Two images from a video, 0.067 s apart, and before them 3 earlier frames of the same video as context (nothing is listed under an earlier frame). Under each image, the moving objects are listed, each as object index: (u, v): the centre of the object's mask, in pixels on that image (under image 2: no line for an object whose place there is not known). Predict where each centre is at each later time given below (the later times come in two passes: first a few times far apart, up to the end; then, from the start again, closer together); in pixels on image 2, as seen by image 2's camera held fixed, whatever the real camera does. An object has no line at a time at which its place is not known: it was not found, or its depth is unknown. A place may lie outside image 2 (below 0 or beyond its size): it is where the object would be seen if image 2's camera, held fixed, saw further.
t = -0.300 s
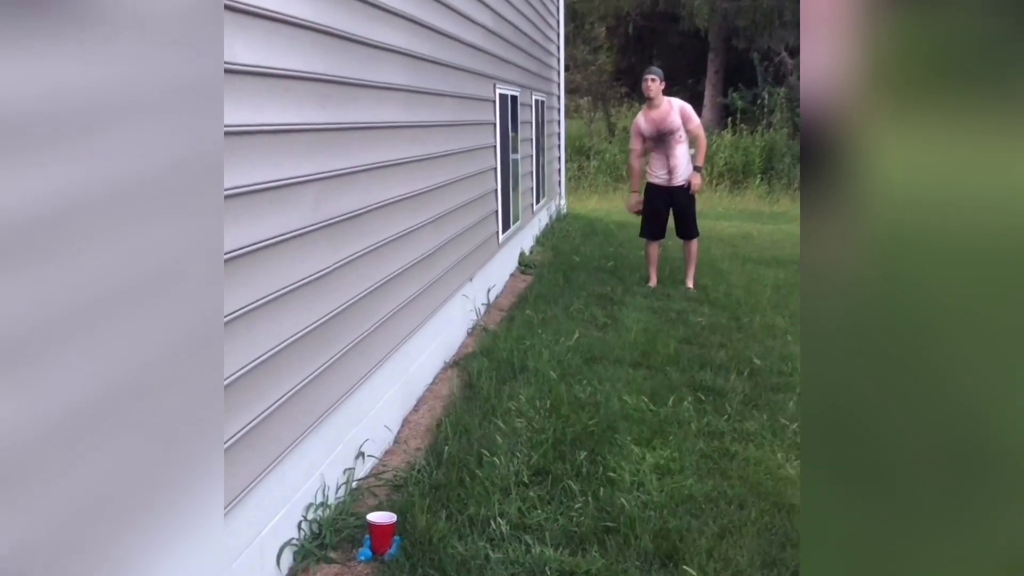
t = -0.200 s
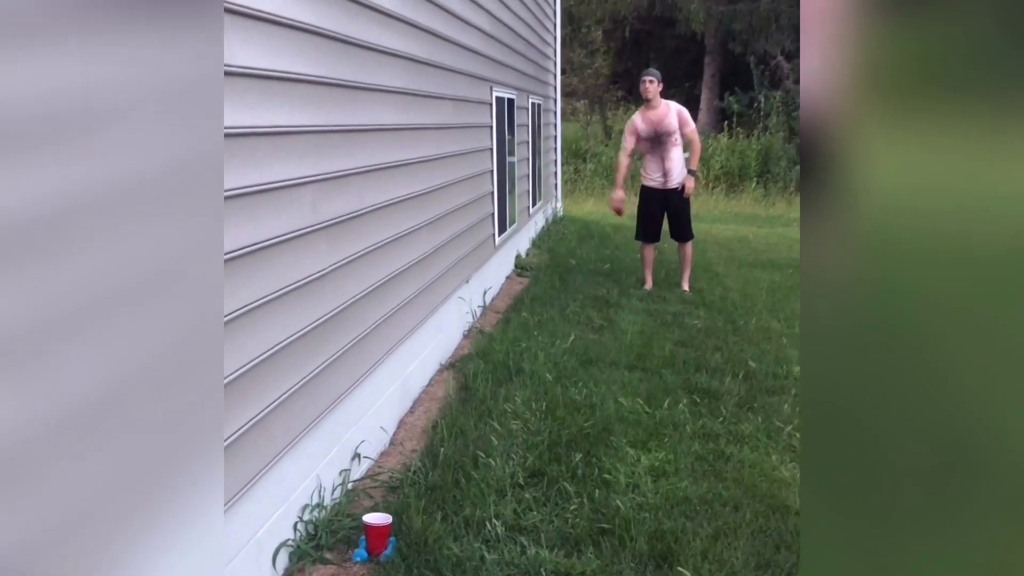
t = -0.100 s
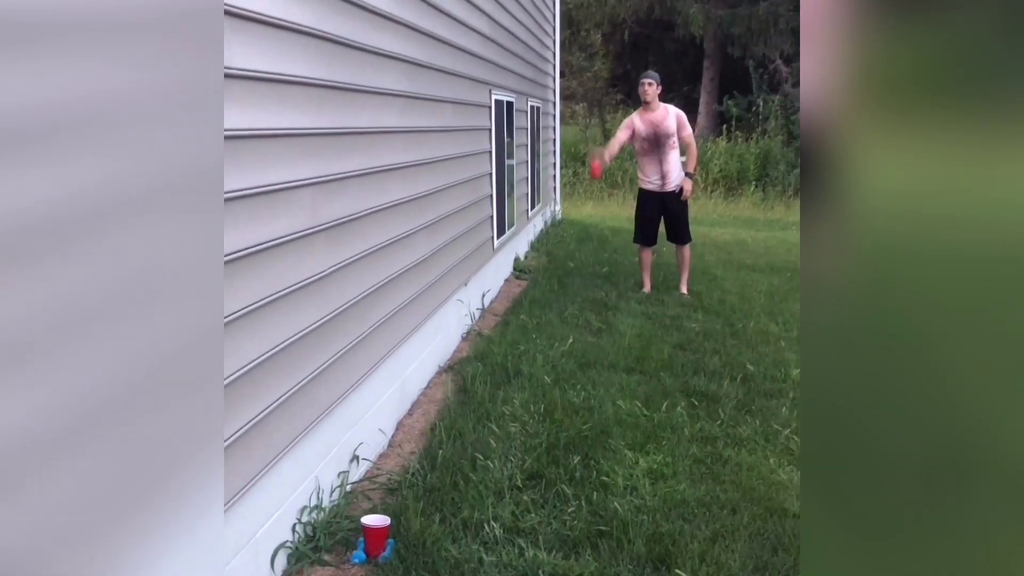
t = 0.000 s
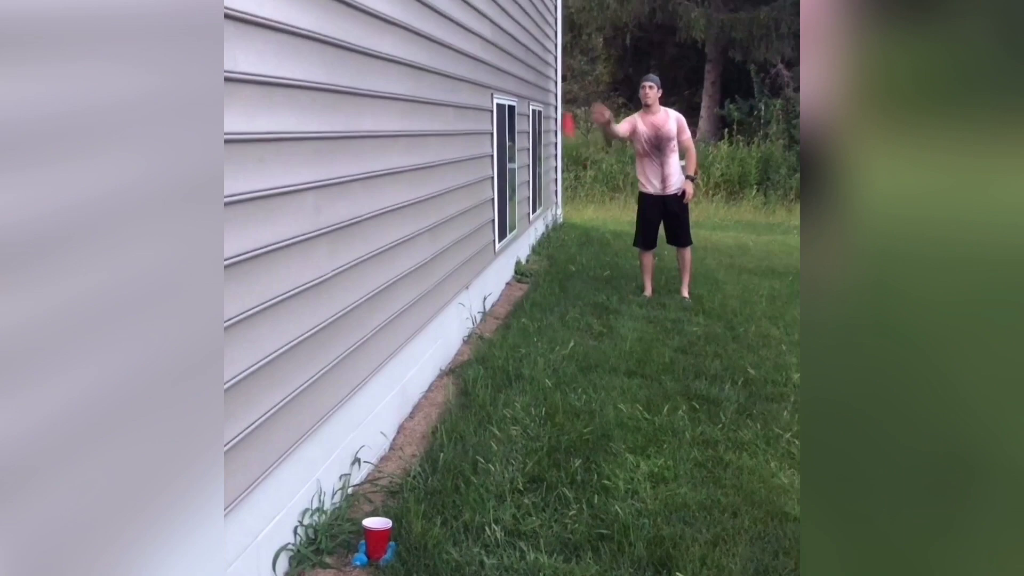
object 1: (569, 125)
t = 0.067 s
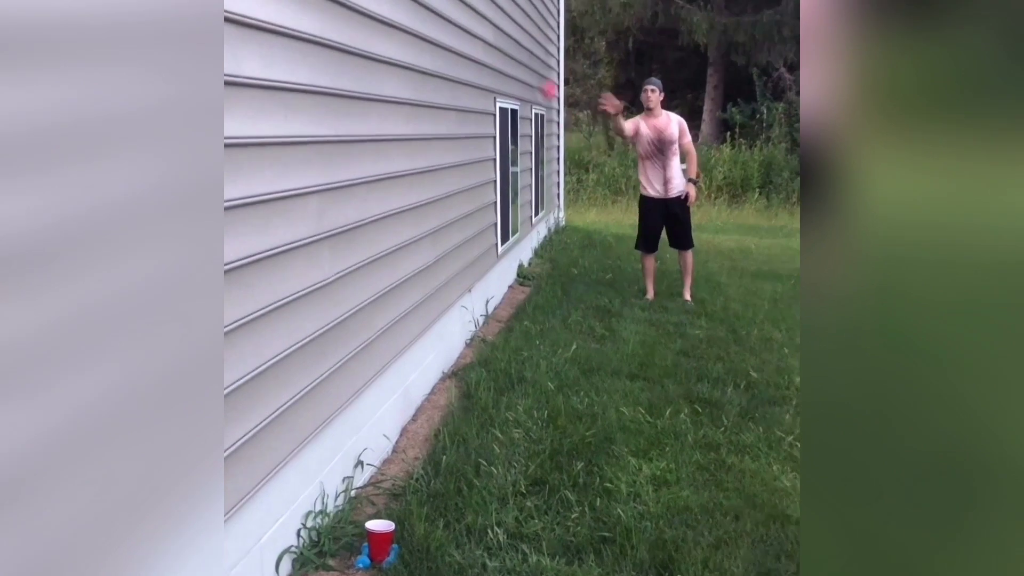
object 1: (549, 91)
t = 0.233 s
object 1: (492, 24)
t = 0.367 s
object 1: (448, 1)
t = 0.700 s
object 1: (408, 55)
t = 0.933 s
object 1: (401, 287)
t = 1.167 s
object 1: (382, 519)
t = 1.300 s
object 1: (382, 523)
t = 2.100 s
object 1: (382, 525)
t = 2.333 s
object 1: (382, 525)
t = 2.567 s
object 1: (380, 526)
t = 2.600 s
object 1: (379, 527)
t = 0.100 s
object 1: (537, 74)
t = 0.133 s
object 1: (528, 59)
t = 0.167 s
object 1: (516, 46)
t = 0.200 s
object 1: (504, 35)
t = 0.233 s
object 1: (492, 24)
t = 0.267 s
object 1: (480, 17)
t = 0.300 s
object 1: (468, 10)
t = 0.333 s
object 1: (458, 5)
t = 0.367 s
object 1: (448, 1)
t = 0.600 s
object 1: (405, 10)
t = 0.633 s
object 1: (400, 24)
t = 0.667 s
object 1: (404, 38)
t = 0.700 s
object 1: (408, 55)
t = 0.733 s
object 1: (409, 80)
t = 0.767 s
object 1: (410, 107)
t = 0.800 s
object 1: (409, 137)
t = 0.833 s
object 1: (408, 171)
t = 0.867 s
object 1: (405, 206)
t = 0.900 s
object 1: (403, 246)
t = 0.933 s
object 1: (401, 287)
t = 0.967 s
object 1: (400, 331)
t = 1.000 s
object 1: (395, 380)
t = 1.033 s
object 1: (398, 432)
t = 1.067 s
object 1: (393, 487)
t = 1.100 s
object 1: (382, 519)
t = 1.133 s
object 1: (383, 519)
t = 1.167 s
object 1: (382, 519)
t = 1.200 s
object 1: (381, 518)
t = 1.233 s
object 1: (381, 519)
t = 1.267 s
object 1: (382, 521)
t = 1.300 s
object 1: (382, 523)
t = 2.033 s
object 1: (382, 525)
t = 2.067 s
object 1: (382, 525)
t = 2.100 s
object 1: (382, 525)
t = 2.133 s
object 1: (382, 525)
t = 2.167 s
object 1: (382, 525)
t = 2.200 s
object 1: (382, 525)
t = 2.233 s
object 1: (382, 526)
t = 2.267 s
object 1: (382, 525)
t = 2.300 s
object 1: (382, 525)
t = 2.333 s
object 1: (382, 525)
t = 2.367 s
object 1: (382, 526)
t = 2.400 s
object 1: (382, 526)
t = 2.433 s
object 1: (381, 526)
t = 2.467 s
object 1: (381, 526)
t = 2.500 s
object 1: (381, 526)
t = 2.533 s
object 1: (380, 526)
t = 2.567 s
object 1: (380, 526)
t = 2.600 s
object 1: (379, 527)
